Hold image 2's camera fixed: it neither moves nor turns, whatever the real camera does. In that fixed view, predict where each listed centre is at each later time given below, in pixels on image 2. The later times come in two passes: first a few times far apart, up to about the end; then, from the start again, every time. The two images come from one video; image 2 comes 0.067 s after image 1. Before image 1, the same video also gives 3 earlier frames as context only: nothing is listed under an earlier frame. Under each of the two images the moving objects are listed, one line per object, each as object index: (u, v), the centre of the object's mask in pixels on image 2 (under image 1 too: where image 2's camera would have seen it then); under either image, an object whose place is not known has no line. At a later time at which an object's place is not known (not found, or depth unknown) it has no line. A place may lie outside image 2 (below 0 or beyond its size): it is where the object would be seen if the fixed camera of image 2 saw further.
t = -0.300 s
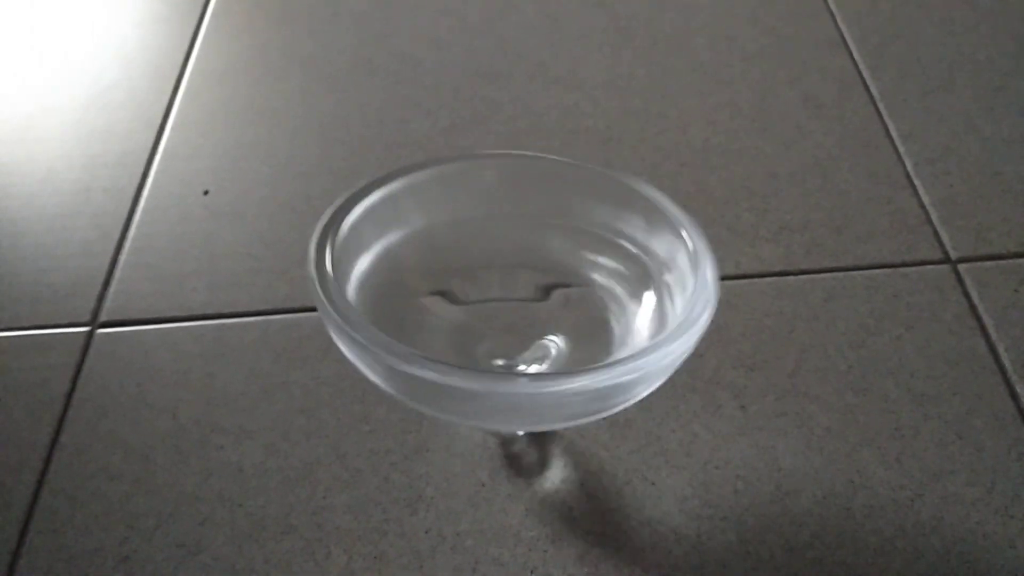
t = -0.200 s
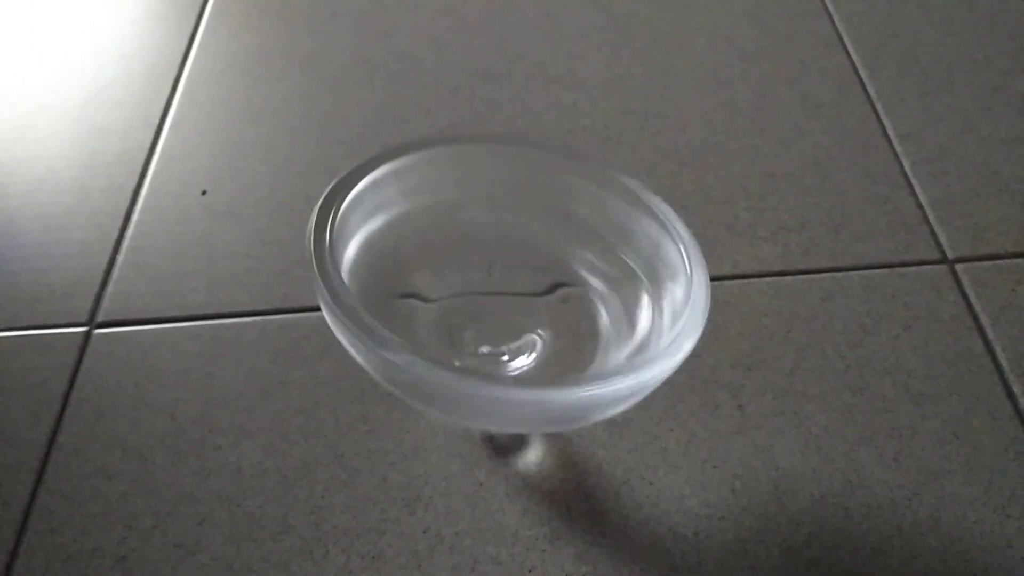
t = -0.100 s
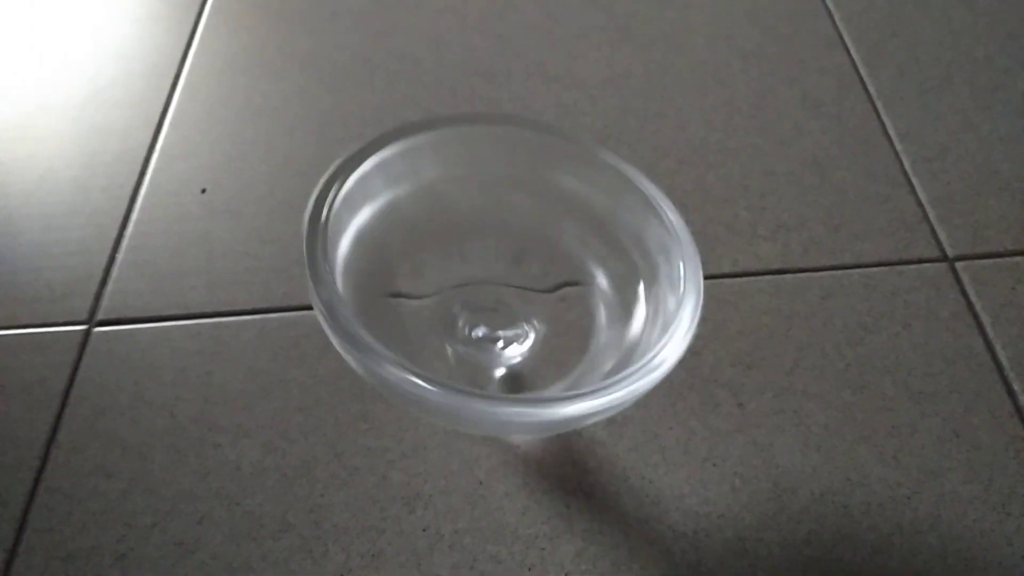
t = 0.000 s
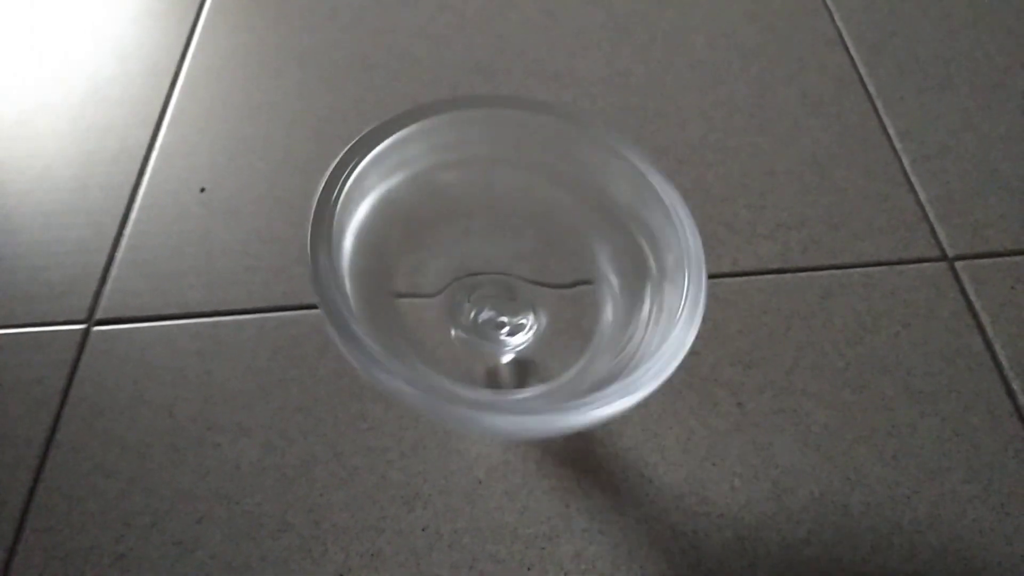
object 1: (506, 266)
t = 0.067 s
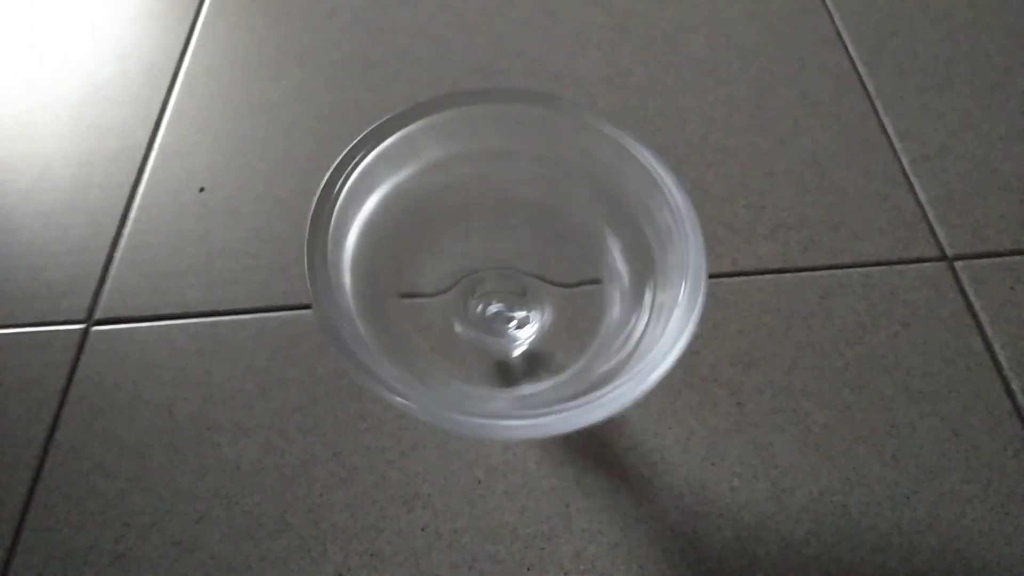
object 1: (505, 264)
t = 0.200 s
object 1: (517, 261)
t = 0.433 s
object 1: (524, 269)
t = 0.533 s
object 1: (528, 274)
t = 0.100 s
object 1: (506, 261)
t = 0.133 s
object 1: (510, 259)
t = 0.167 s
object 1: (514, 259)
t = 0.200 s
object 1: (517, 261)
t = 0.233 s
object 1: (517, 261)
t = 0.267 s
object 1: (517, 261)
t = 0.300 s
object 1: (519, 260)
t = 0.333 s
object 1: (523, 261)
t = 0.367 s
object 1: (526, 265)
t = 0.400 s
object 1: (525, 268)
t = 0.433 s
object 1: (524, 269)
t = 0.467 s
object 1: (523, 270)
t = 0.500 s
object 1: (526, 271)
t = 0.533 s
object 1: (528, 274)
